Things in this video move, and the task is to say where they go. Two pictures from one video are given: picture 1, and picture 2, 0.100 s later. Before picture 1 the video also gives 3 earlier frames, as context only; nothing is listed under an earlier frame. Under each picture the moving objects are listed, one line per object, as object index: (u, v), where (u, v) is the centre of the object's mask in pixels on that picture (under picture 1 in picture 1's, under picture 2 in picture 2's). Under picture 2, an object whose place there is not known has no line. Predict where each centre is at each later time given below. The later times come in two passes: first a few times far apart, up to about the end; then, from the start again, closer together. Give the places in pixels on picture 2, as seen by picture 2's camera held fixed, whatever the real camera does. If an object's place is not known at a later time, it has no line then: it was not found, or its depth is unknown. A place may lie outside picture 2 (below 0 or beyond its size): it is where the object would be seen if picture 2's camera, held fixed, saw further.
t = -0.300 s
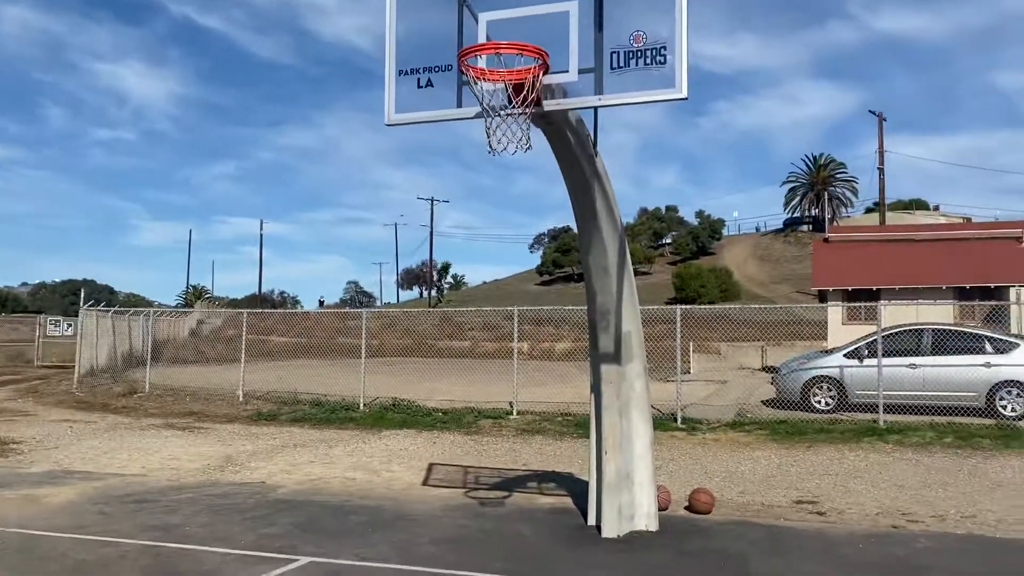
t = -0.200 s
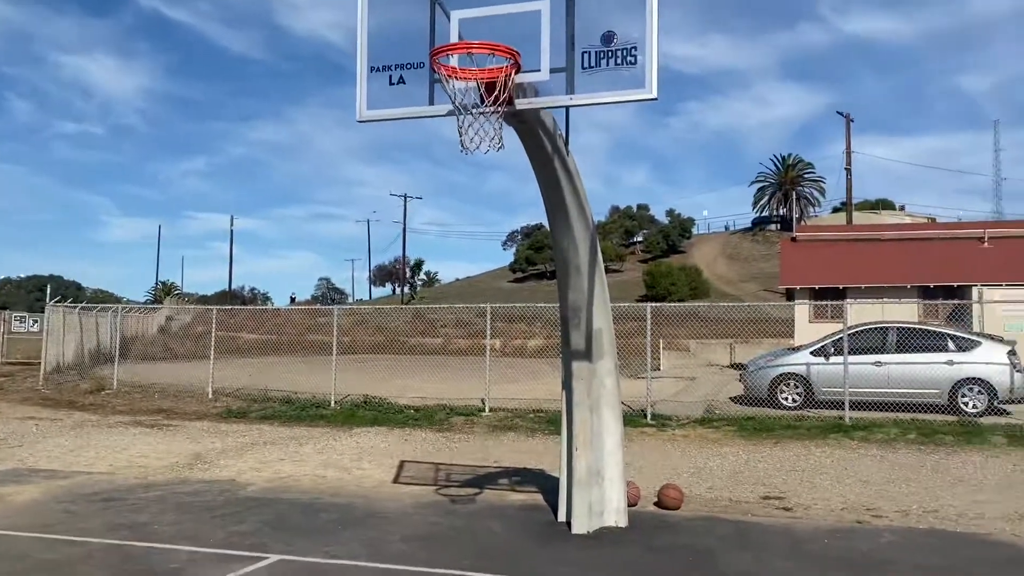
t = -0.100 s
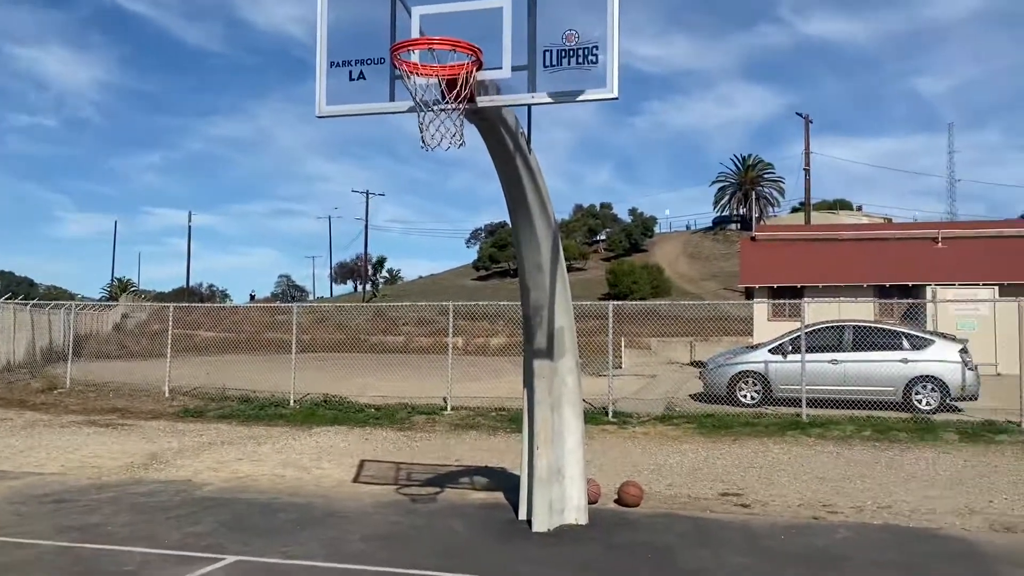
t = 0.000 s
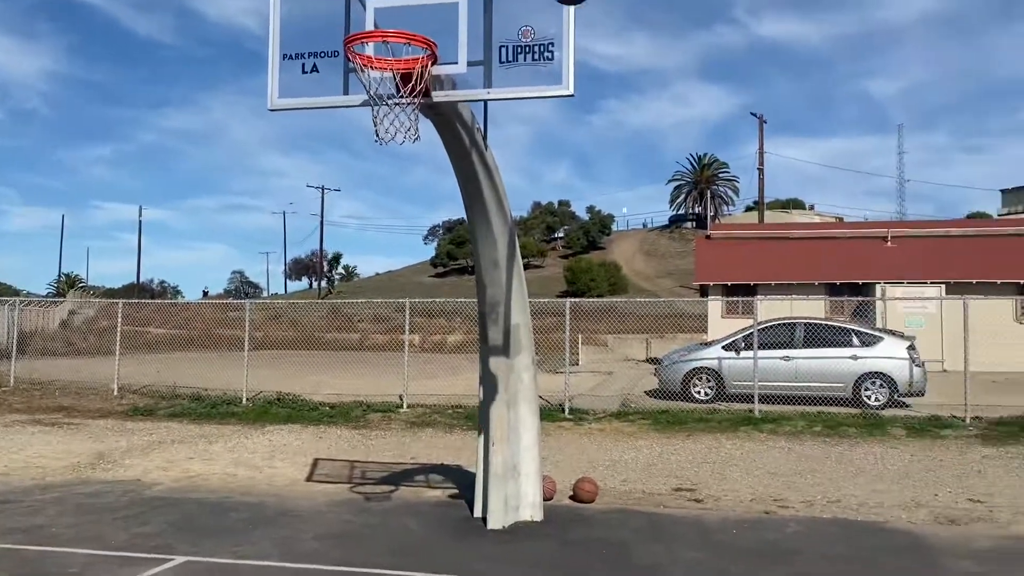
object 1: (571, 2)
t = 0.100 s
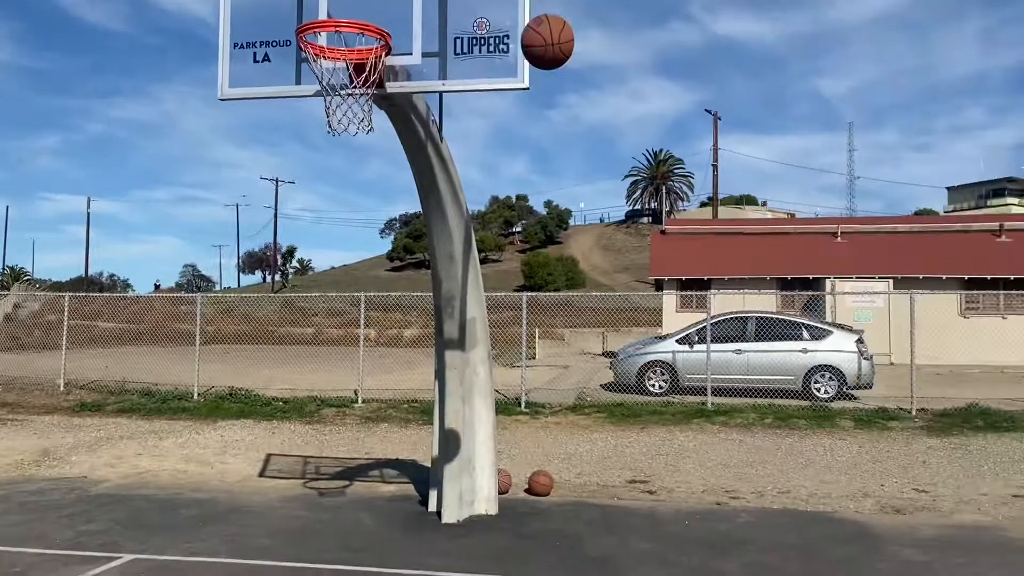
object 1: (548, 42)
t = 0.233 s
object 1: (578, 179)
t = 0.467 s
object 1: (642, 569)
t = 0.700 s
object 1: (713, 459)
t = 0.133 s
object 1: (555, 71)
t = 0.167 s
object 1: (562, 104)
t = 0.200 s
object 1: (570, 140)
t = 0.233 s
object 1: (578, 179)
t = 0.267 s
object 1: (587, 221)
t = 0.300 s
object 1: (594, 267)
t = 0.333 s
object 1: (602, 318)
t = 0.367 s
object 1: (611, 373)
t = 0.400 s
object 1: (619, 432)
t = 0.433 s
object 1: (631, 498)
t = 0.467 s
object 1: (642, 569)
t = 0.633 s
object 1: (694, 556)
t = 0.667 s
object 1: (703, 505)
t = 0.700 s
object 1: (713, 459)
